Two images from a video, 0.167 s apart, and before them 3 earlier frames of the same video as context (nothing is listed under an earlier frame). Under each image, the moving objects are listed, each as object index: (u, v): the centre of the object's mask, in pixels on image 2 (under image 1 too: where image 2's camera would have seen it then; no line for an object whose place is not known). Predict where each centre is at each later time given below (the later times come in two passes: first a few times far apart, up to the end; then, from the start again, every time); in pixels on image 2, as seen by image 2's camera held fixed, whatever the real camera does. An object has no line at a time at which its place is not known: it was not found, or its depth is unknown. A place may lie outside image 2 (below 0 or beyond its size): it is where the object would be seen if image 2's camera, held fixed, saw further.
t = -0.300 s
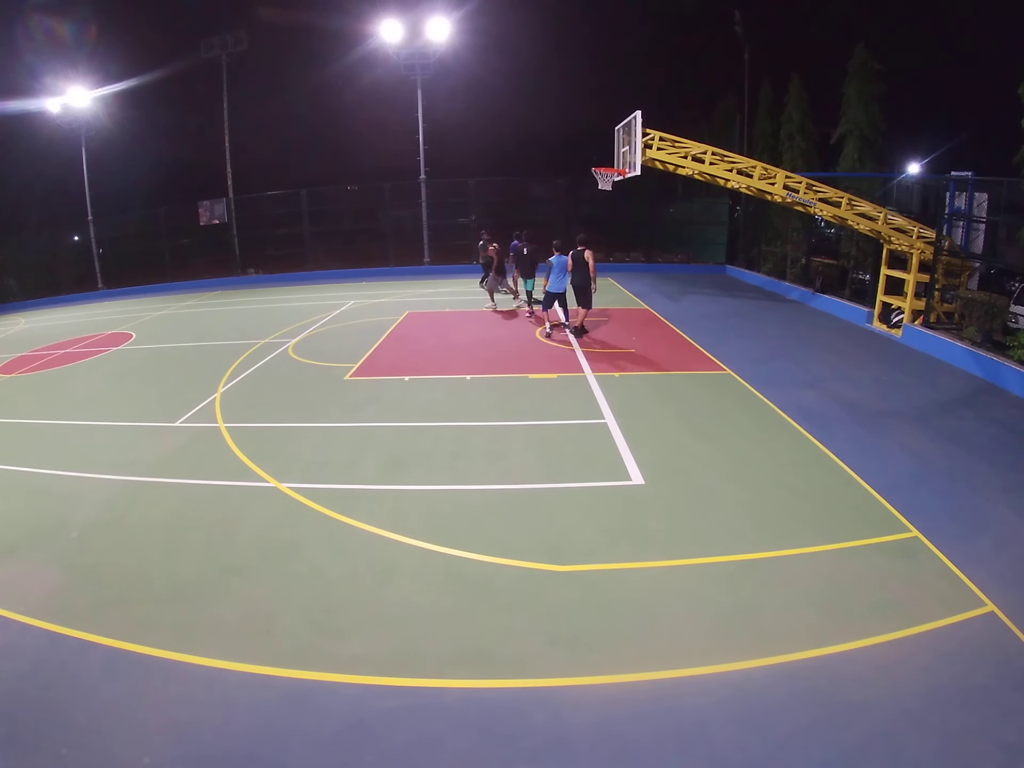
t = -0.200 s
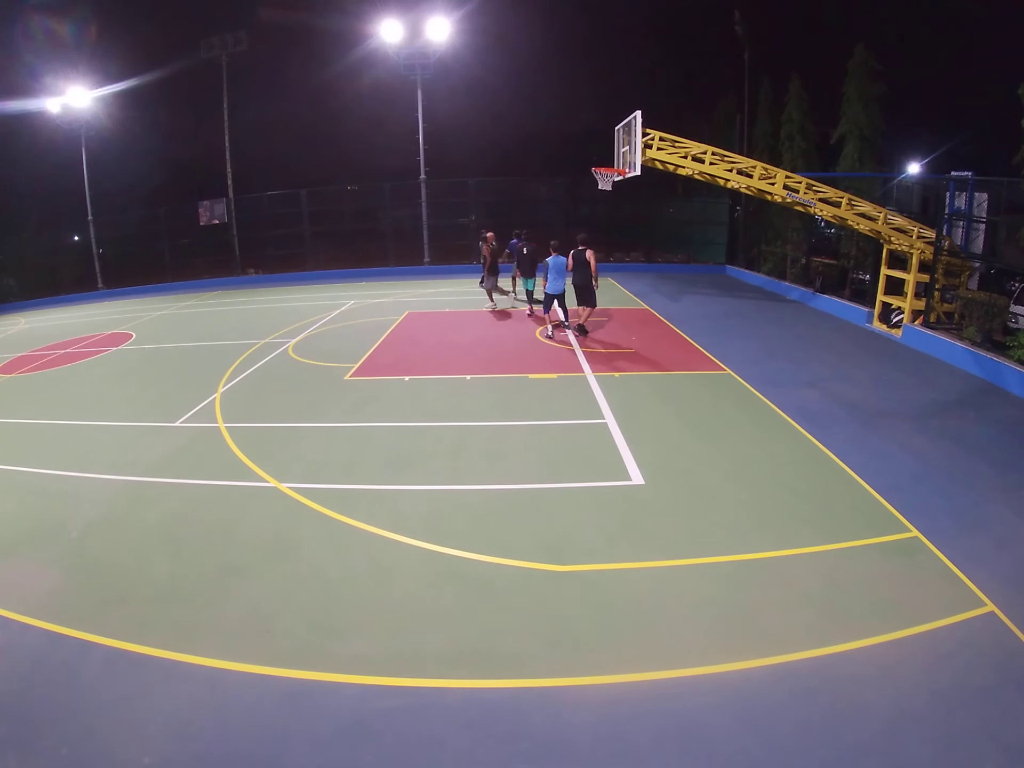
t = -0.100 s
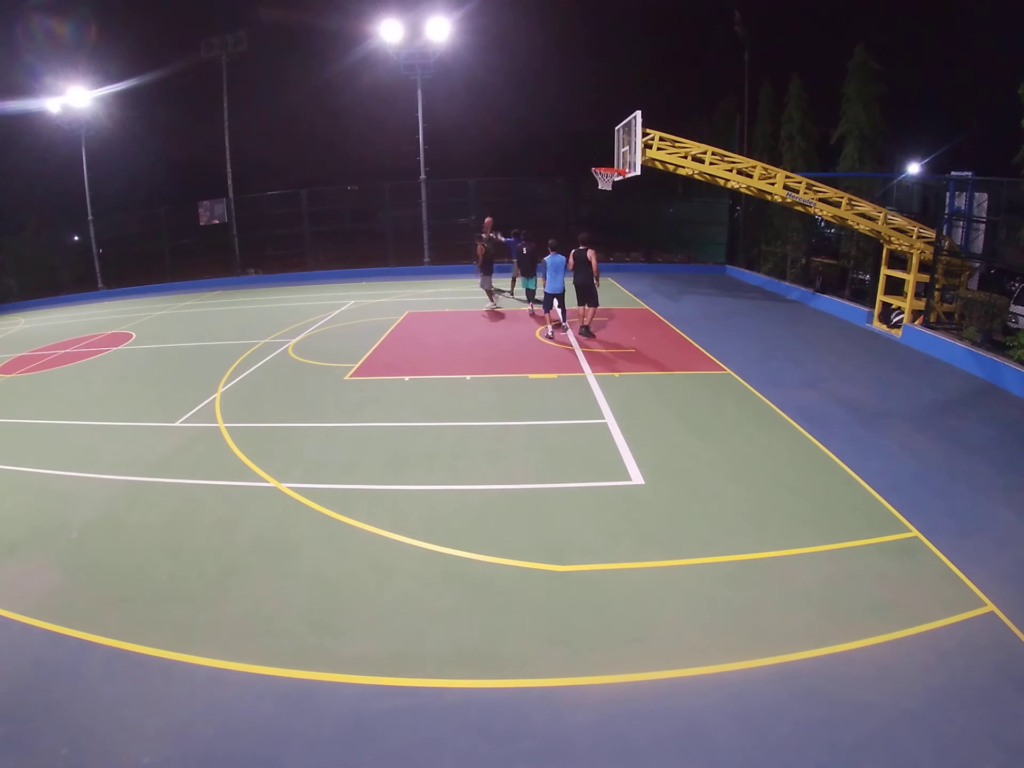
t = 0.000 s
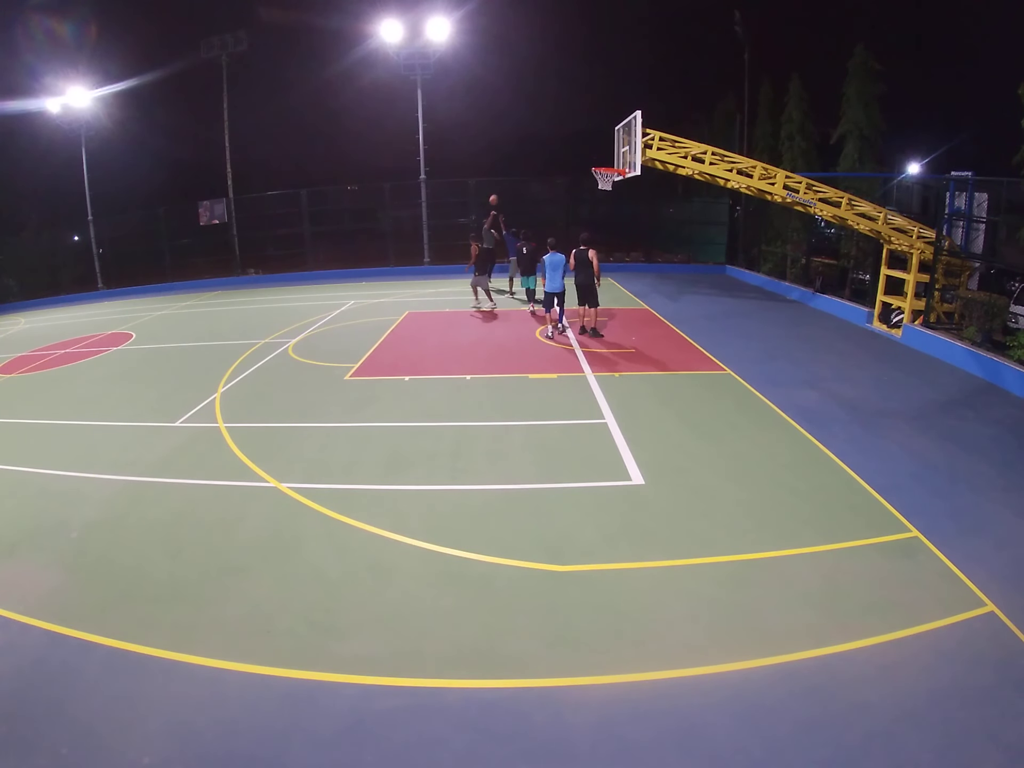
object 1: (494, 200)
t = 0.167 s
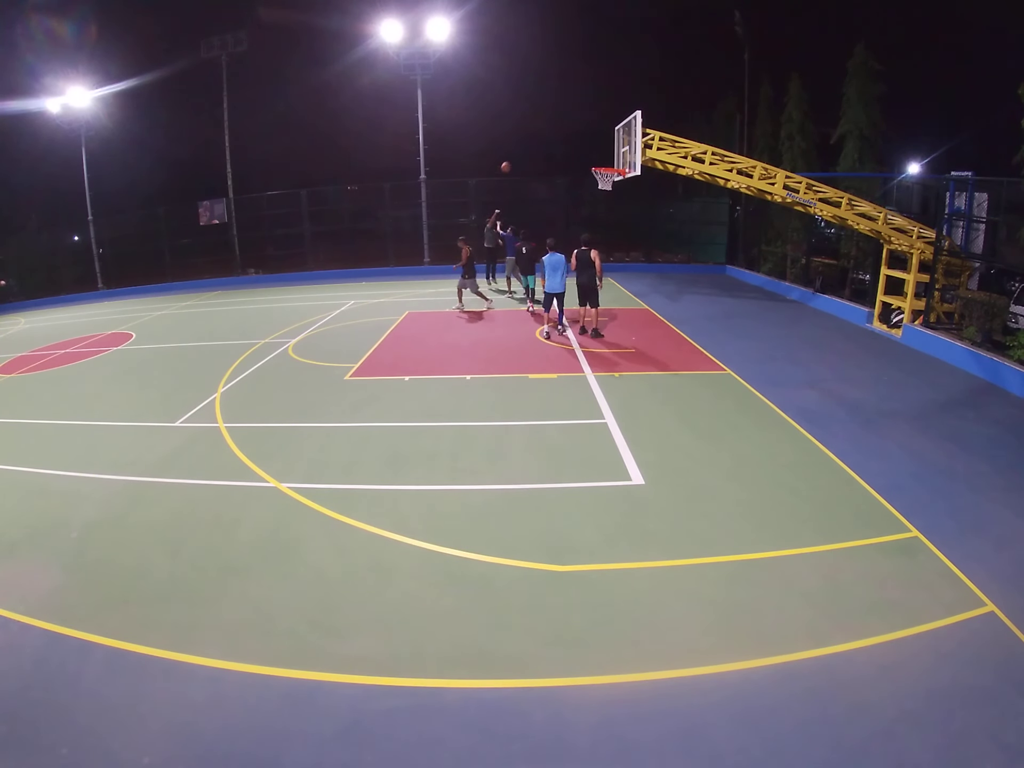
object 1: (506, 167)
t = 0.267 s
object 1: (514, 151)
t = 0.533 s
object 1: (539, 123)
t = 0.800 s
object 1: (568, 125)
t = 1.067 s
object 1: (602, 162)
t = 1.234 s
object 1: (610, 151)
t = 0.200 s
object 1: (509, 161)
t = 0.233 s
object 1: (511, 156)
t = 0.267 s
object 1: (514, 151)
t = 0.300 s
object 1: (517, 146)
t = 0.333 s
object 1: (520, 142)
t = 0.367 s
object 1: (523, 138)
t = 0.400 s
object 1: (528, 134)
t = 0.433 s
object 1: (529, 131)
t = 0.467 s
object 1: (532, 128)
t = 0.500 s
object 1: (535, 126)
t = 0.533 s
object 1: (539, 123)
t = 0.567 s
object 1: (542, 122)
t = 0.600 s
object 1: (545, 121)
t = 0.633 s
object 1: (549, 120)
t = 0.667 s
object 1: (552, 120)
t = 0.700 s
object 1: (556, 121)
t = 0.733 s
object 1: (560, 122)
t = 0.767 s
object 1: (564, 123)
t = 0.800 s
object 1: (568, 125)
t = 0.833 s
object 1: (572, 127)
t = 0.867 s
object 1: (576, 131)
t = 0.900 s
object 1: (580, 134)
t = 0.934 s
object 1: (585, 139)
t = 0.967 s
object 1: (589, 144)
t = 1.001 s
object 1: (594, 150)
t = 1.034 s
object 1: (598, 157)
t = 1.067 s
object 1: (602, 162)
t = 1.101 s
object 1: (606, 162)
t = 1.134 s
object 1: (608, 163)
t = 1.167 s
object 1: (609, 162)
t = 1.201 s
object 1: (610, 157)
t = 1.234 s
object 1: (610, 151)
